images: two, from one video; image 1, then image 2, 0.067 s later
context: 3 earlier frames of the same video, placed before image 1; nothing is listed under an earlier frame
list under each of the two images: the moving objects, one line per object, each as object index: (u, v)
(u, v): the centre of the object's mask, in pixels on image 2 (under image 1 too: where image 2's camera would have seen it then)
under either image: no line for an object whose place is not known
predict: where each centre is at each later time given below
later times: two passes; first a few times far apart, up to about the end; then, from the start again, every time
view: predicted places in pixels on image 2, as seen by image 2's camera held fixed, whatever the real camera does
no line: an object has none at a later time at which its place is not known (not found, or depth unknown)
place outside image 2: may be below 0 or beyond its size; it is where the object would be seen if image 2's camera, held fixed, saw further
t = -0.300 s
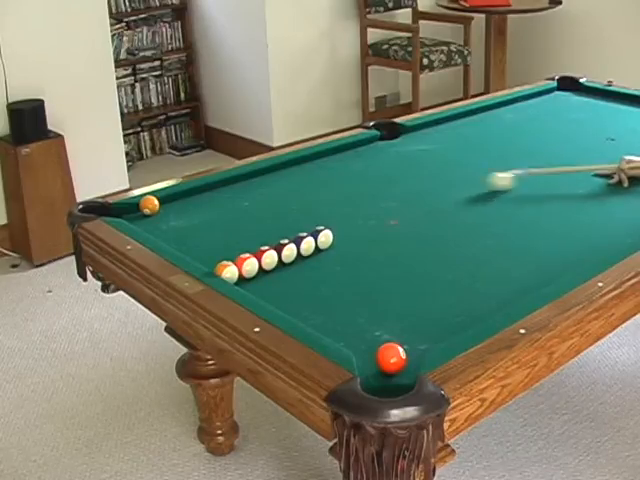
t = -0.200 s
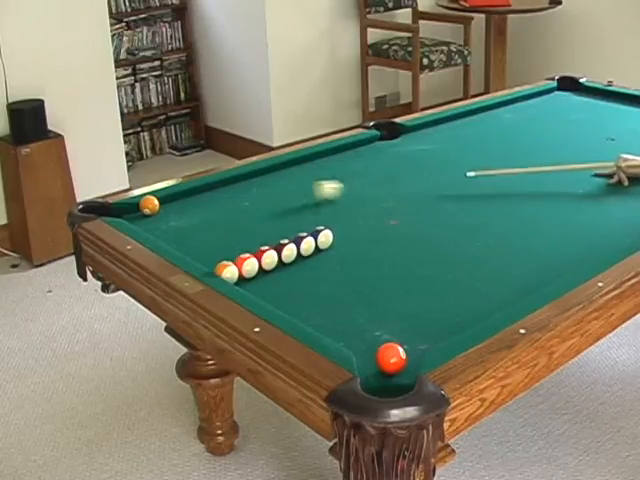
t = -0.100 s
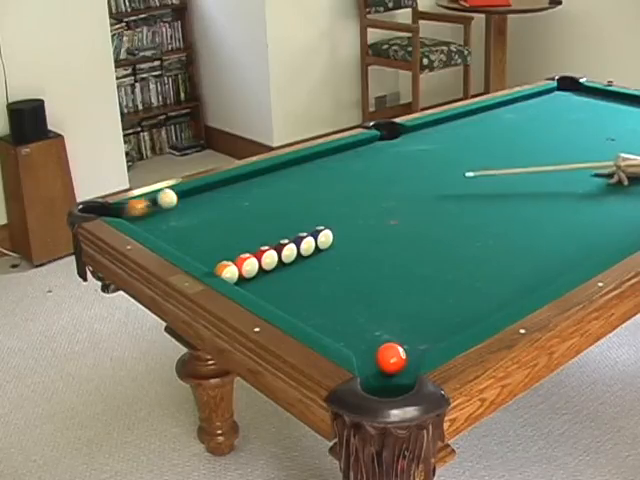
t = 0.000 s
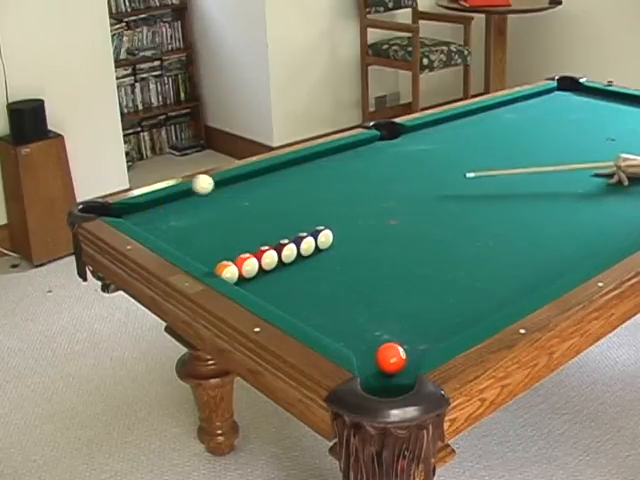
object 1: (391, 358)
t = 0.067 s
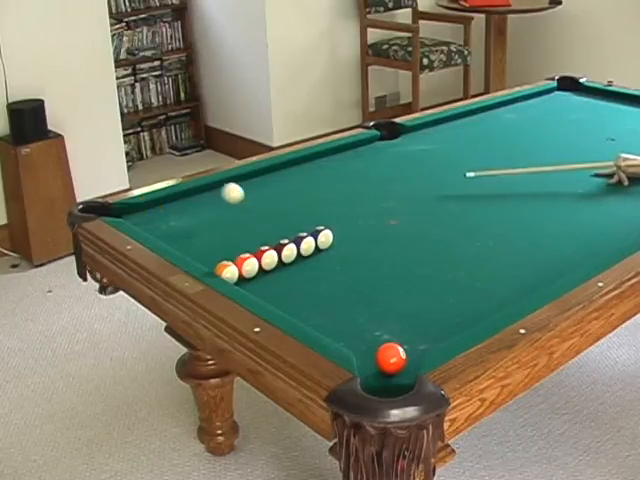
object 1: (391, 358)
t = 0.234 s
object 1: (391, 358)
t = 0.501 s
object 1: (391, 358)
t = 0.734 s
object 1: (391, 358)
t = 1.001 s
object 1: (391, 358)
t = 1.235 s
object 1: (385, 388)
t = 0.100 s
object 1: (391, 358)
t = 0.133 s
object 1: (391, 358)
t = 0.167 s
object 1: (391, 358)
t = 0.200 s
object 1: (391, 358)
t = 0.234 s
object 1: (391, 358)
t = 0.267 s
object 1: (391, 358)
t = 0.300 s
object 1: (391, 358)
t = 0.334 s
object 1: (391, 358)
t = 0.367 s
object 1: (391, 358)
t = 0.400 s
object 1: (391, 358)
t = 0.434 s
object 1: (391, 358)
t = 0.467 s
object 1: (391, 358)
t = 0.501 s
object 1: (391, 358)
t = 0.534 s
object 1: (391, 358)
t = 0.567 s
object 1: (391, 358)
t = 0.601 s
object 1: (391, 358)
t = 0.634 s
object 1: (391, 358)
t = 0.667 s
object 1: (391, 358)
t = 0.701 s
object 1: (391, 358)
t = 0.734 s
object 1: (391, 358)
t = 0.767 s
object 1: (391, 358)
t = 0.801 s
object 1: (391, 358)
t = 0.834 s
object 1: (391, 358)
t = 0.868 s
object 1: (391, 358)
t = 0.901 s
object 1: (391, 358)
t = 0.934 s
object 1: (391, 358)
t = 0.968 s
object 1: (391, 358)
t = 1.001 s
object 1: (391, 358)
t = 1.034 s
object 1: (391, 358)
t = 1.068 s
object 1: (390, 357)
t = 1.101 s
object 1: (390, 359)
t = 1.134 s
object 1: (389, 365)
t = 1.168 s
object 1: (387, 370)
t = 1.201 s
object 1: (386, 379)
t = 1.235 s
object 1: (385, 388)
